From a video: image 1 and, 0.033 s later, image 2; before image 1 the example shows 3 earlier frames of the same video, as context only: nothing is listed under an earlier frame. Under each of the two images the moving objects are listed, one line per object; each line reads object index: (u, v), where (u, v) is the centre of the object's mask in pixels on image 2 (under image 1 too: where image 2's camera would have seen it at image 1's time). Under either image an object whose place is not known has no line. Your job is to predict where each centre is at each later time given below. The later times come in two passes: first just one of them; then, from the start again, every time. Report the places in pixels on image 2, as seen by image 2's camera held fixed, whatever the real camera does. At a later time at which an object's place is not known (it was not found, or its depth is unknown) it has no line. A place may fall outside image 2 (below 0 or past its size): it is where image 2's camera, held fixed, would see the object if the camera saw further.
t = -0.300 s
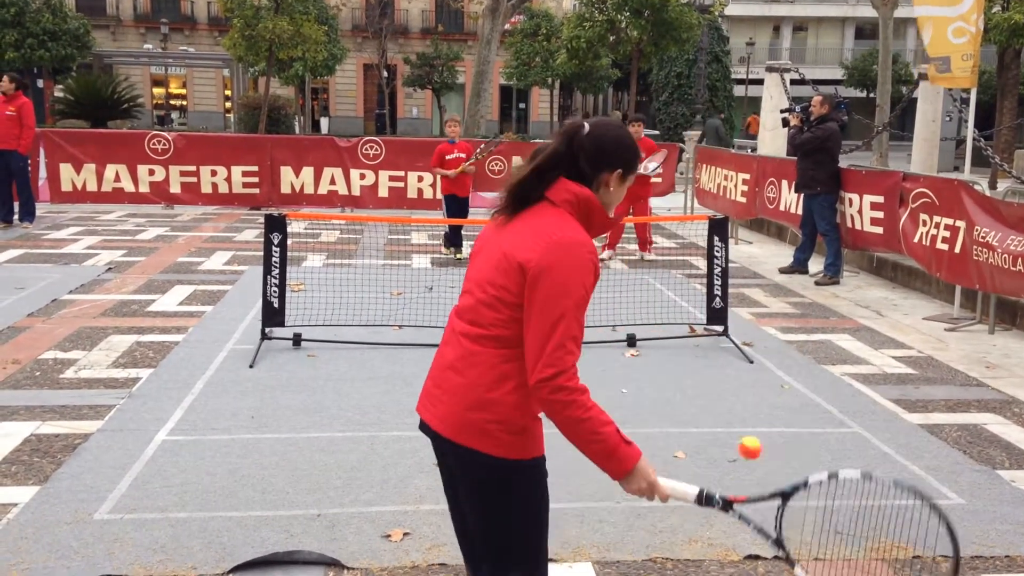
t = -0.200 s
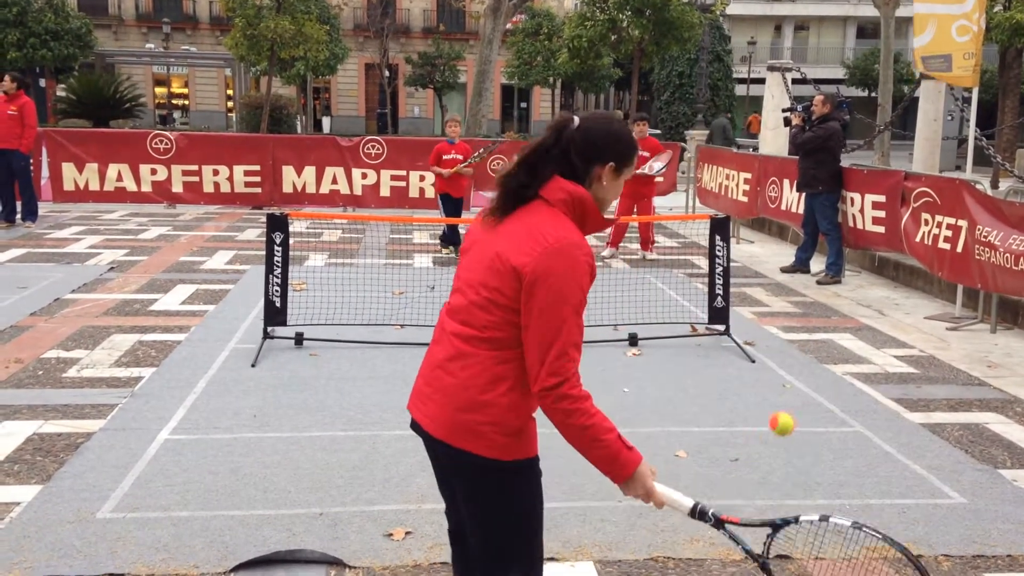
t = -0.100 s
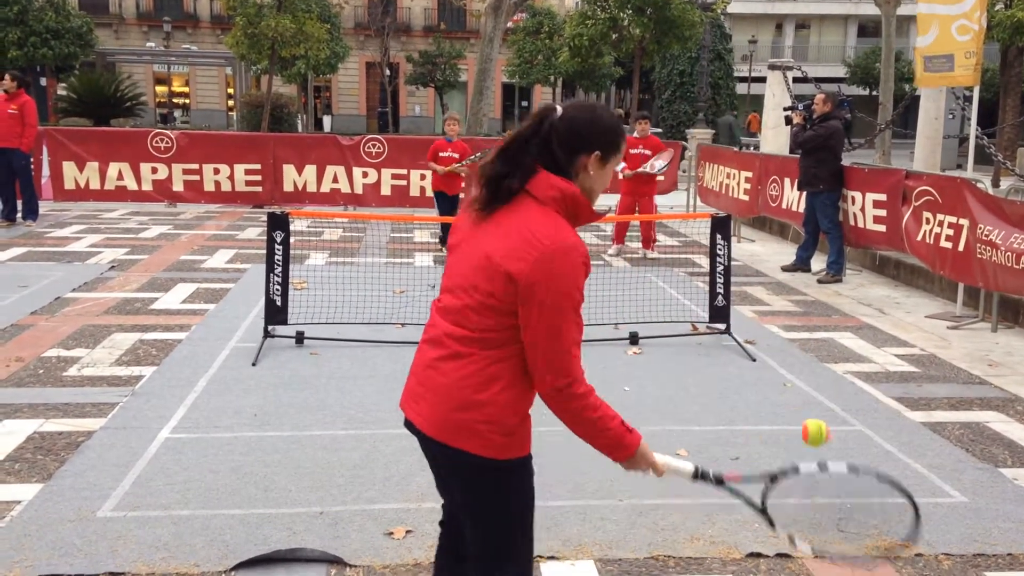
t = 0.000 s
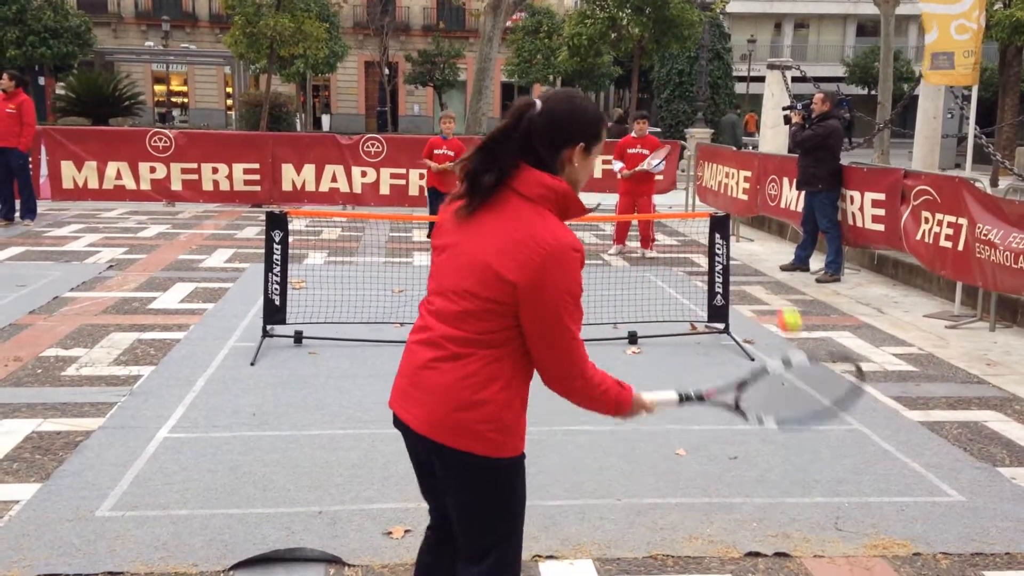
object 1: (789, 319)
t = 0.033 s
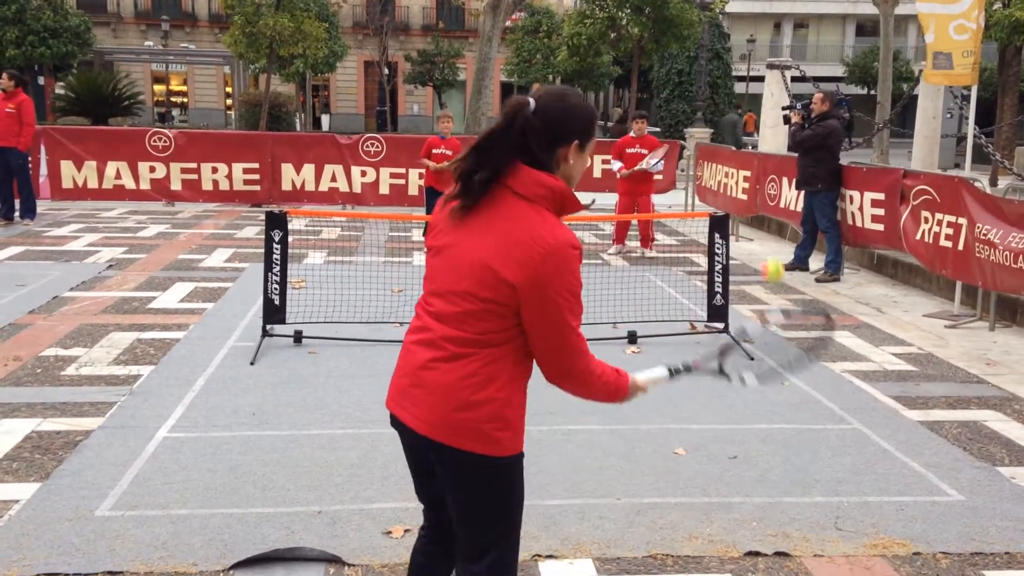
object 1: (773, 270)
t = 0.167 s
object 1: (721, 147)
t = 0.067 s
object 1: (758, 228)
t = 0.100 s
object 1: (745, 197)
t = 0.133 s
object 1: (733, 168)
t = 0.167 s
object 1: (721, 147)
